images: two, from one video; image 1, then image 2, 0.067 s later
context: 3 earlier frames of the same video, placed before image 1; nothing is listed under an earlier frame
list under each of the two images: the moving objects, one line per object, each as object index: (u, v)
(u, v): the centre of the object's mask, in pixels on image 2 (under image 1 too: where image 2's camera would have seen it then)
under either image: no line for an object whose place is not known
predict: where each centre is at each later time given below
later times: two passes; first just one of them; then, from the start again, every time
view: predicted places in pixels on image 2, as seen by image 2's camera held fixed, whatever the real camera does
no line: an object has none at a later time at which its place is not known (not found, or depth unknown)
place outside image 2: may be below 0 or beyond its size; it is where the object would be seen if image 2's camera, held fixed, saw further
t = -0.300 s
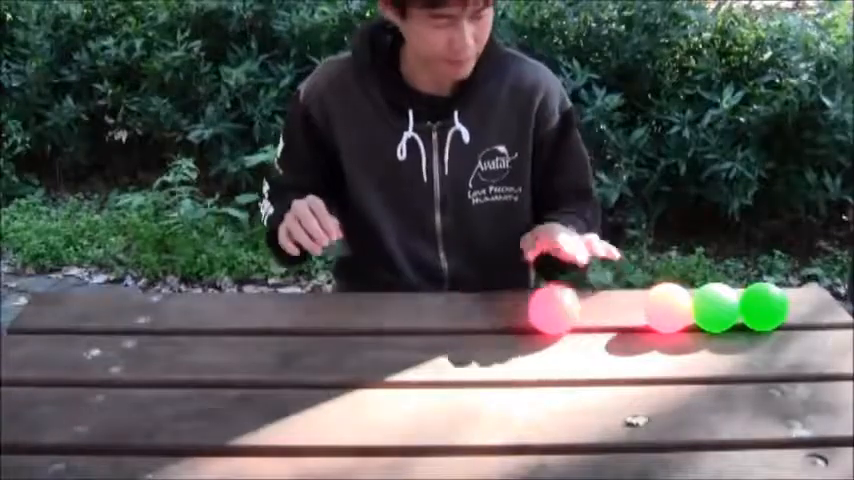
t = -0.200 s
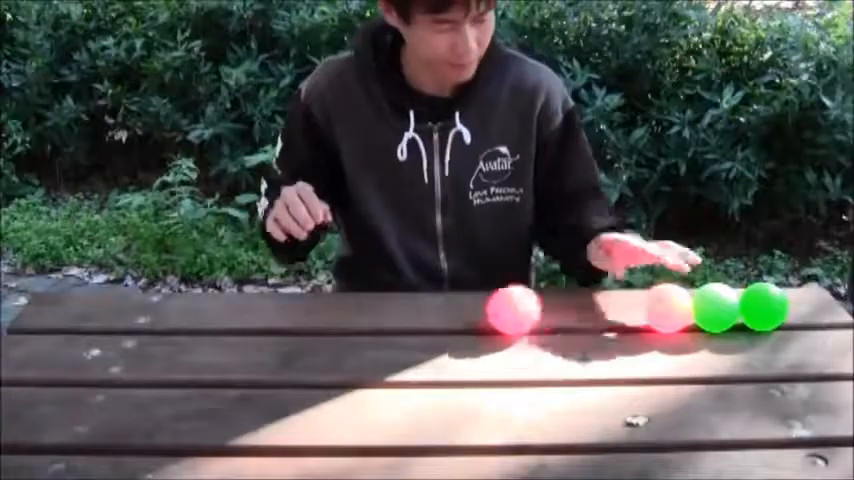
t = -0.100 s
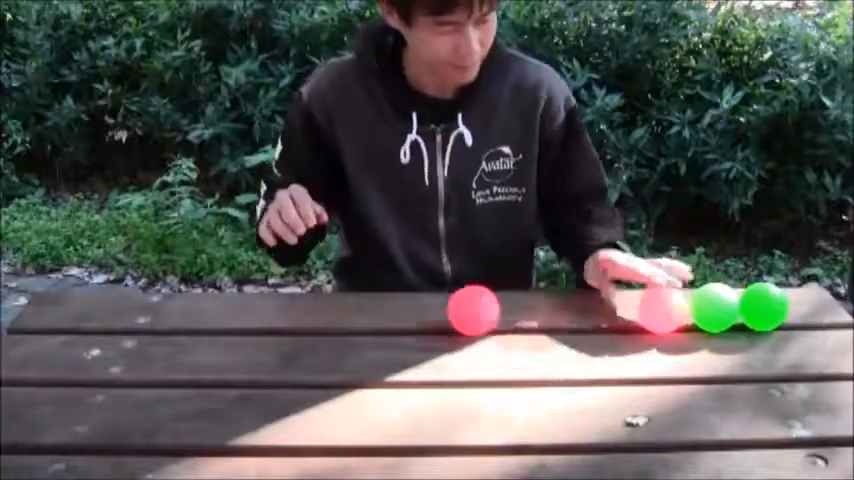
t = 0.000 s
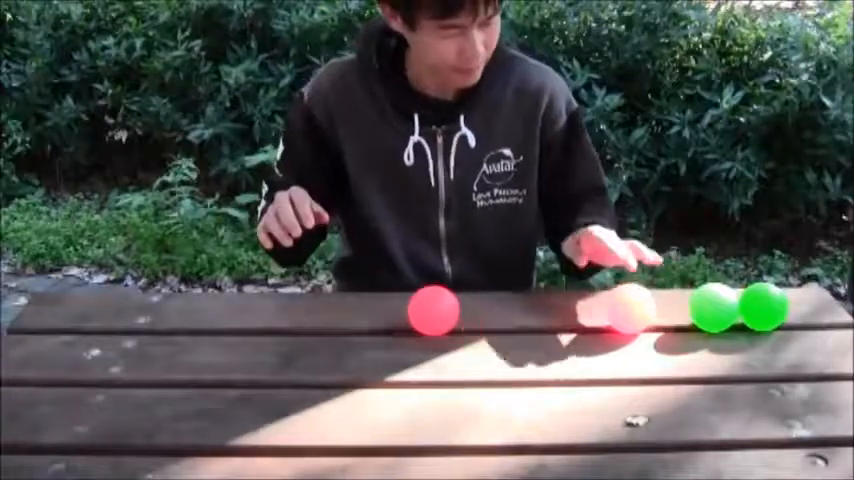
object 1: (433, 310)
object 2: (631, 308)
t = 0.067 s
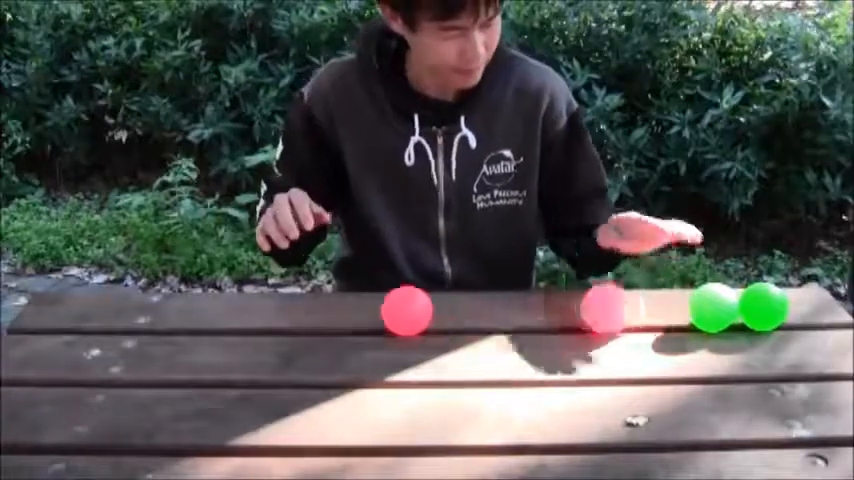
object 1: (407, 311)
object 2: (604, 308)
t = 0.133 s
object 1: (380, 311)
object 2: (582, 308)
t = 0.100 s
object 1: (394, 311)
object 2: (593, 309)
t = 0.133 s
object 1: (380, 311)
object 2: (582, 308)
